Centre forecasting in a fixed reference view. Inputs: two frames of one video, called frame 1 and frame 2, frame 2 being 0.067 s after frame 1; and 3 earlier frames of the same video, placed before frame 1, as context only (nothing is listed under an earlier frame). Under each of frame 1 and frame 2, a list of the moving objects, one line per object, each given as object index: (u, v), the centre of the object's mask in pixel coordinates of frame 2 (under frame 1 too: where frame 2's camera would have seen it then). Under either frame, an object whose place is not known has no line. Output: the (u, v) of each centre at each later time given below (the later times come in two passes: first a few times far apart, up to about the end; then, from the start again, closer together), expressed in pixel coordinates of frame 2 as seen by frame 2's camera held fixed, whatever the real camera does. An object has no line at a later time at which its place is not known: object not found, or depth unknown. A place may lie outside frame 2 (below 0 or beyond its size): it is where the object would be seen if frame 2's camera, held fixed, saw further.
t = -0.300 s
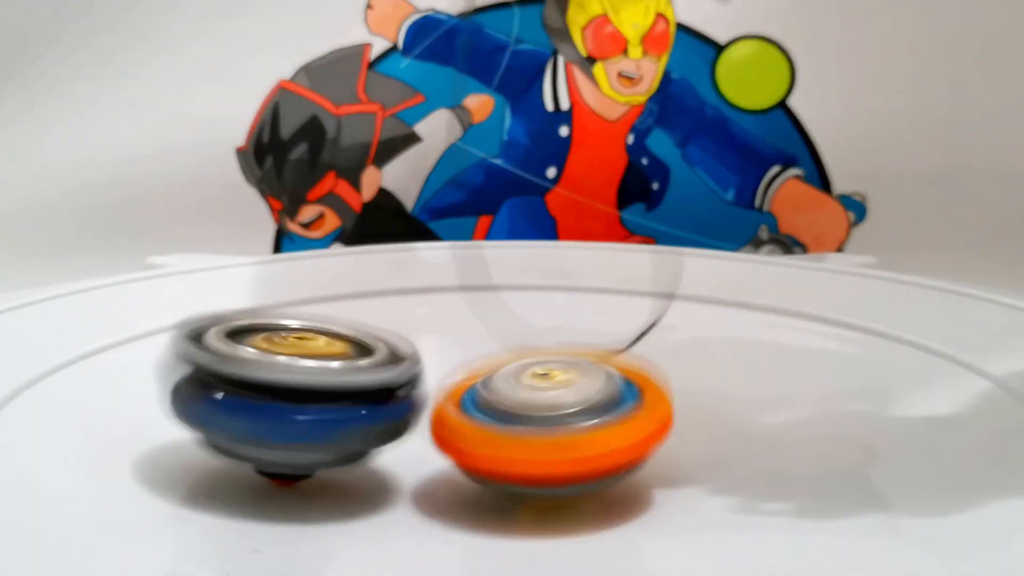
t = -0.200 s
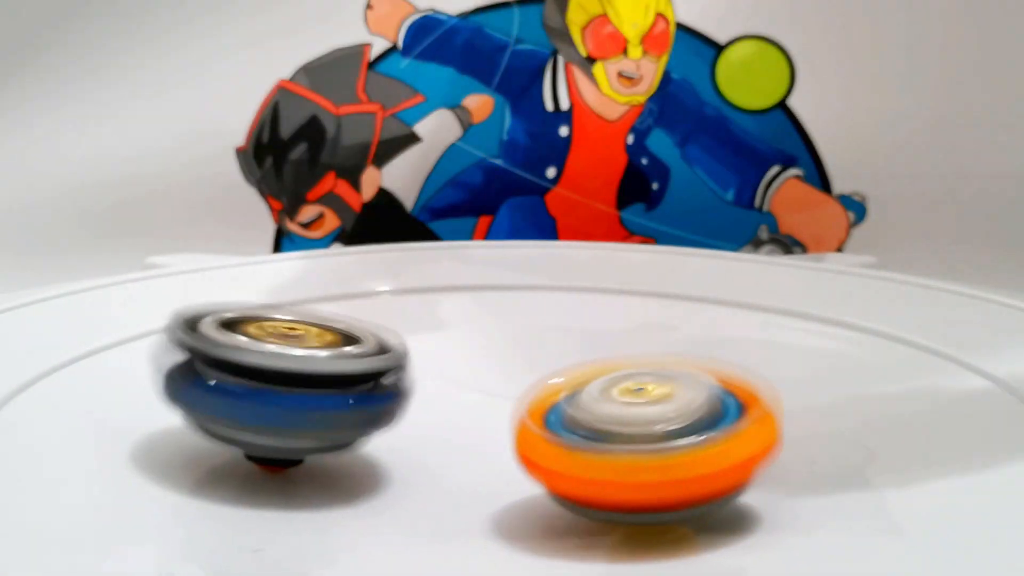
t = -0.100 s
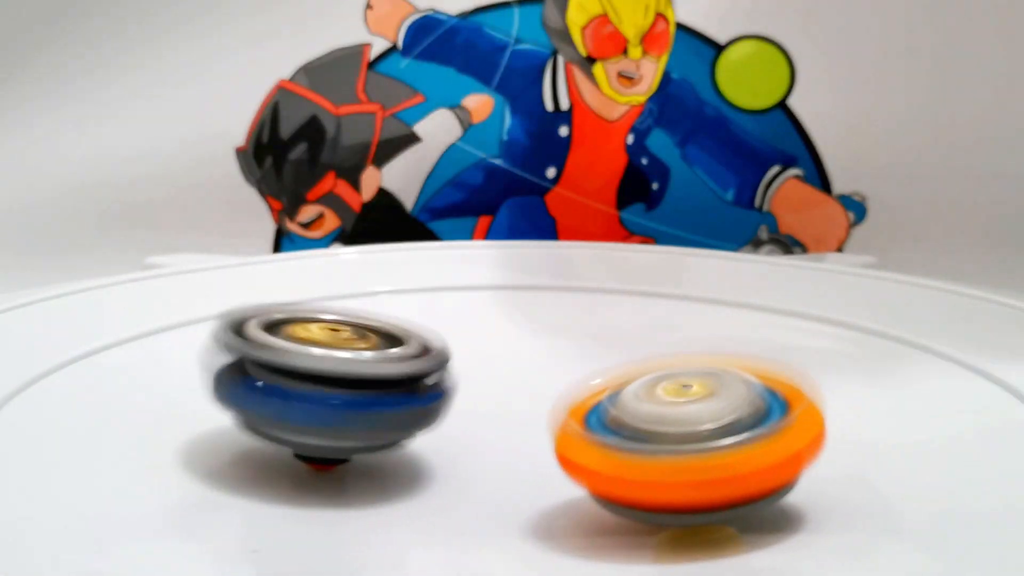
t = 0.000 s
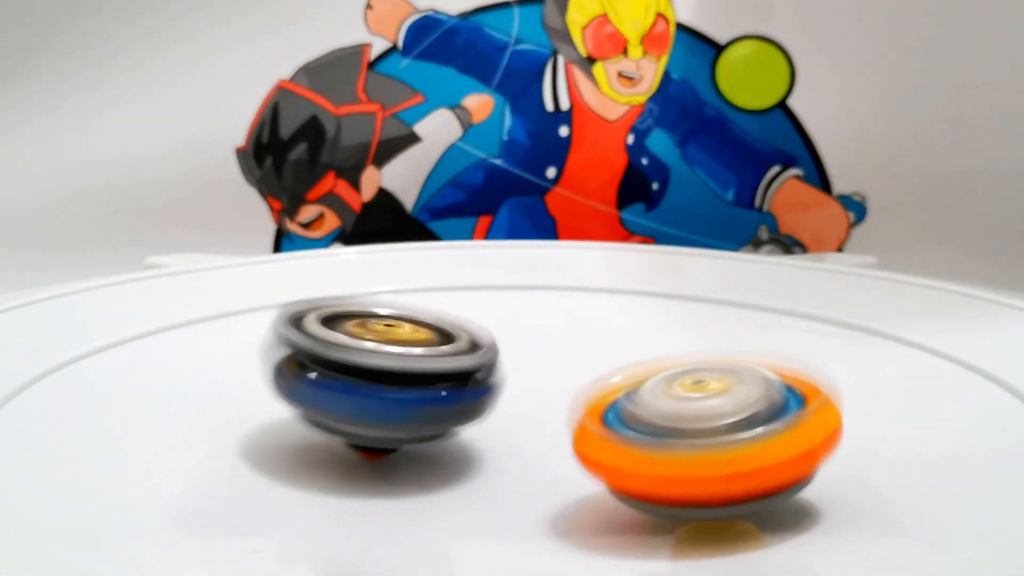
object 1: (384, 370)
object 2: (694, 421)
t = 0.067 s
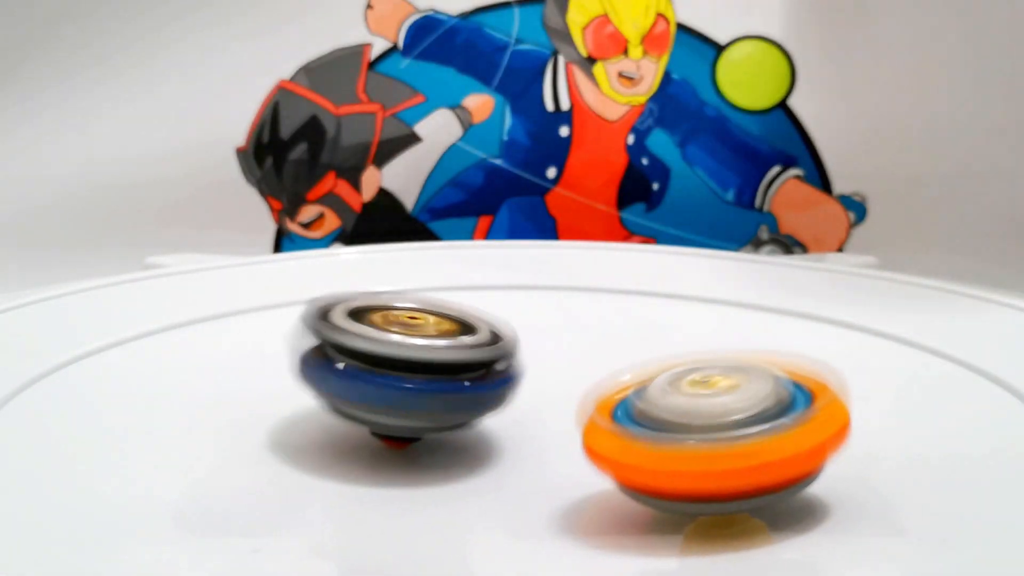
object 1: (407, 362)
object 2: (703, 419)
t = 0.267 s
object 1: (427, 337)
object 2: (691, 414)
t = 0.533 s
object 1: (391, 320)
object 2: (629, 413)
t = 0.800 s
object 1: (426, 349)
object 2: (635, 430)
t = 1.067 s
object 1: (539, 331)
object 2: (640, 434)
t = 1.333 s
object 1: (557, 313)
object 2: (547, 421)
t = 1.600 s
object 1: (523, 317)
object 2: (417, 447)
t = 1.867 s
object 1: (540, 350)
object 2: (398, 456)
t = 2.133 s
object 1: (739, 361)
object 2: (452, 449)
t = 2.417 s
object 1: (654, 328)
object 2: (432, 389)
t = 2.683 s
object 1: (621, 348)
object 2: (94, 368)
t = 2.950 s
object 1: (676, 393)
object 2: (257, 396)
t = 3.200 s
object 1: (784, 368)
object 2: (449, 380)
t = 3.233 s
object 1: (775, 366)
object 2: (453, 378)
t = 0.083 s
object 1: (410, 360)
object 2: (704, 418)
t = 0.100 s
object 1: (413, 358)
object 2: (705, 417)
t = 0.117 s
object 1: (417, 355)
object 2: (707, 416)
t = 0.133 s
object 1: (419, 354)
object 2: (705, 416)
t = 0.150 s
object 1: (420, 351)
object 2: (708, 415)
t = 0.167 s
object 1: (421, 348)
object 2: (707, 415)
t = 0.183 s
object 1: (423, 347)
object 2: (705, 415)
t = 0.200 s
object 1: (425, 345)
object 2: (704, 415)
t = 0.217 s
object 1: (426, 343)
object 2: (701, 415)
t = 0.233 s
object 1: (426, 342)
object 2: (698, 414)
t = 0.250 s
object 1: (425, 339)
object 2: (695, 415)
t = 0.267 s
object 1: (427, 337)
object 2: (691, 414)
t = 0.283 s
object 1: (427, 335)
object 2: (687, 413)
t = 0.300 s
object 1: (426, 334)
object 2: (685, 413)
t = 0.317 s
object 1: (424, 332)
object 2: (682, 412)
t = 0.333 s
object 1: (423, 330)
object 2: (678, 412)
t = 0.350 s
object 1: (423, 329)
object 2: (675, 412)
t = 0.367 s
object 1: (421, 328)
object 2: (672, 412)
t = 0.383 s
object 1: (419, 325)
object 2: (667, 413)
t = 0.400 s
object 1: (416, 323)
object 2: (664, 412)
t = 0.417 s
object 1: (414, 322)
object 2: (661, 412)
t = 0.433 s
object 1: (412, 321)
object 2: (656, 412)
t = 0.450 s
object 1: (409, 320)
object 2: (652, 412)
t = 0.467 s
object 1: (405, 320)
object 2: (648, 412)
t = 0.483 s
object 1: (402, 319)
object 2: (643, 413)
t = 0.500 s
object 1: (399, 319)
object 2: (638, 413)
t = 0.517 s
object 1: (395, 320)
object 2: (634, 413)
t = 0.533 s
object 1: (391, 320)
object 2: (629, 413)
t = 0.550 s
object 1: (389, 321)
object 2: (625, 412)
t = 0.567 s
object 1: (387, 322)
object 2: (620, 412)
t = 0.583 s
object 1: (383, 324)
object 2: (615, 412)
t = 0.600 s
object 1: (382, 326)
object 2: (611, 413)
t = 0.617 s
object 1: (383, 329)
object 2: (607, 413)
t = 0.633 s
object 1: (384, 333)
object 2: (604, 414)
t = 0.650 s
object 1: (386, 336)
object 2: (600, 414)
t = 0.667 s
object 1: (389, 340)
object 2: (597, 415)
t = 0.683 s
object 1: (396, 344)
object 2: (595, 416)
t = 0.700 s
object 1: (401, 348)
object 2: (591, 416)
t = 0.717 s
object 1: (406, 351)
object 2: (589, 418)
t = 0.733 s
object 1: (411, 353)
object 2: (588, 417)
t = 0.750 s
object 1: (414, 352)
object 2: (600, 421)
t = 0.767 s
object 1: (415, 350)
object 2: (613, 424)
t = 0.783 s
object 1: (421, 350)
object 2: (623, 428)
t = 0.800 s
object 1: (426, 349)
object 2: (635, 430)
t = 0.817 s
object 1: (430, 349)
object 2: (641, 431)
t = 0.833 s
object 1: (438, 349)
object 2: (646, 432)
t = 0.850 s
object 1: (445, 349)
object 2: (648, 433)
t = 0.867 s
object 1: (451, 349)
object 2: (650, 434)
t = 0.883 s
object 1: (459, 348)
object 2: (653, 434)
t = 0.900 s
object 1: (474, 347)
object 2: (651, 433)
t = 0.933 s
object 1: (491, 345)
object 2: (653, 435)
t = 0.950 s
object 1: (497, 343)
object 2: (654, 434)
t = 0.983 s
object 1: (511, 341)
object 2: (651, 434)
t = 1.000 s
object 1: (517, 338)
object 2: (647, 434)
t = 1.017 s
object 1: (524, 337)
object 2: (651, 435)
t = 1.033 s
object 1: (528, 334)
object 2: (647, 436)
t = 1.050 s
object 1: (534, 333)
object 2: (643, 435)
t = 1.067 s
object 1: (539, 331)
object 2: (640, 434)
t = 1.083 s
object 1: (542, 330)
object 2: (629, 434)
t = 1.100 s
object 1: (547, 328)
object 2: (622, 433)
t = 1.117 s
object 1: (549, 327)
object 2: (625, 433)
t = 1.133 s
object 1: (551, 325)
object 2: (620, 434)
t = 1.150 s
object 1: (554, 324)
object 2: (616, 431)
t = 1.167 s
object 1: (554, 323)
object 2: (611, 432)
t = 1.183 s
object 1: (556, 321)
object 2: (601, 431)
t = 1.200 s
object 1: (558, 320)
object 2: (601, 429)
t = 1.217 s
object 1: (558, 319)
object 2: (594, 428)
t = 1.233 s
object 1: (560, 318)
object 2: (588, 427)
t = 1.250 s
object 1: (559, 317)
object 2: (578, 425)
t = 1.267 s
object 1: (560, 316)
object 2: (572, 423)
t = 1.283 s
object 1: (561, 315)
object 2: (566, 423)
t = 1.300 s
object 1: (559, 314)
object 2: (559, 422)
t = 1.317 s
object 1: (560, 313)
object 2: (553, 421)
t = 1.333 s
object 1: (557, 313)
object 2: (547, 421)
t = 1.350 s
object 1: (555, 313)
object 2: (543, 422)
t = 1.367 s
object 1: (553, 313)
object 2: (536, 421)
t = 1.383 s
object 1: (548, 312)
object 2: (530, 420)
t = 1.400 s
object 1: (546, 313)
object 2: (525, 420)
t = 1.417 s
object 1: (540, 313)
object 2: (520, 420)
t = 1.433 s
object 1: (537, 313)
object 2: (514, 417)
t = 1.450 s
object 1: (533, 315)
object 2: (510, 416)
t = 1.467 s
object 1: (529, 316)
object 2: (504, 416)
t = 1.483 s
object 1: (524, 317)
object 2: (500, 415)
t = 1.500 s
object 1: (519, 318)
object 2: (495, 414)
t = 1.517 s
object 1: (516, 319)
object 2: (492, 414)
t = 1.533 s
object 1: (514, 320)
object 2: (484, 414)
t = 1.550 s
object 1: (518, 320)
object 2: (471, 427)
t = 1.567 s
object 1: (519, 320)
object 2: (455, 433)
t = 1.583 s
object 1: (522, 319)
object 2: (436, 443)
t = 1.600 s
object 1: (523, 317)
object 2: (417, 447)
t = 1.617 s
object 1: (526, 316)
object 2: (403, 452)
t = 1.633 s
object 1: (525, 314)
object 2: (388, 455)
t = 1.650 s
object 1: (525, 315)
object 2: (378, 458)
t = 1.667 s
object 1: (523, 315)
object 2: (370, 461)
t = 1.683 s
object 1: (522, 317)
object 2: (365, 463)
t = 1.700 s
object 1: (520, 319)
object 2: (366, 463)
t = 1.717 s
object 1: (519, 322)
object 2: (364, 464)
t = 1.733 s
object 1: (517, 324)
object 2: (362, 463)
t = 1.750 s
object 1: (516, 328)
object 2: (364, 463)
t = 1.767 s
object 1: (515, 331)
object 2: (365, 463)
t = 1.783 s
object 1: (516, 335)
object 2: (369, 463)
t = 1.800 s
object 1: (518, 338)
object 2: (374, 462)
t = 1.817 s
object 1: (520, 341)
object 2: (380, 462)
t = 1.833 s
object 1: (526, 344)
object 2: (387, 461)
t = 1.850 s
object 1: (531, 347)
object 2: (389, 460)
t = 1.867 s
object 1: (540, 350)
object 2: (398, 456)
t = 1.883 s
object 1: (549, 353)
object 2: (404, 455)
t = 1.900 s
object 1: (561, 357)
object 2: (405, 454)
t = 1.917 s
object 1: (572, 359)
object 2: (414, 453)
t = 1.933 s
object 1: (585, 363)
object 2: (420, 450)
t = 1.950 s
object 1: (598, 366)
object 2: (421, 448)
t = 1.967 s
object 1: (612, 369)
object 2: (424, 445)
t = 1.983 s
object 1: (627, 371)
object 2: (434, 440)
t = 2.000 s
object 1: (640, 372)
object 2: (438, 438)
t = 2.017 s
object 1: (653, 373)
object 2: (439, 435)
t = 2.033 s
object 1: (665, 373)
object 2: (444, 432)
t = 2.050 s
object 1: (680, 373)
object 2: (448, 430)
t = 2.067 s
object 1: (692, 372)
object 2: (451, 427)
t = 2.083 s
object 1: (705, 370)
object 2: (449, 423)
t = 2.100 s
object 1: (718, 367)
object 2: (450, 456)
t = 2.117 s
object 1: (727, 364)
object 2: (453, 454)
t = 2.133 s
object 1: (739, 361)
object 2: (452, 449)
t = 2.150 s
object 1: (746, 358)
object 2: (451, 446)
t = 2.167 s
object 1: (754, 355)
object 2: (459, 442)
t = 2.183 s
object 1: (759, 351)
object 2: (458, 406)
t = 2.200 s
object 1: (761, 347)
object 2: (462, 405)
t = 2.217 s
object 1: (763, 344)
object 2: (462, 435)
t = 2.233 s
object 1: (762, 341)
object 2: (460, 399)
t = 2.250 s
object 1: (762, 337)
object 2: (460, 398)
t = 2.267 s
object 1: (758, 334)
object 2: (459, 395)
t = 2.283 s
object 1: (750, 332)
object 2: (458, 393)
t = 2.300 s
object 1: (744, 330)
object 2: (456, 392)
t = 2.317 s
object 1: (734, 327)
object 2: (457, 392)
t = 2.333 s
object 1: (724, 326)
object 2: (452, 390)
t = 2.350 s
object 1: (713, 325)
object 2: (450, 390)
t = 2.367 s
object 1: (697, 325)
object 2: (449, 389)
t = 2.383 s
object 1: (684, 326)
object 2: (441, 388)
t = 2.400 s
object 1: (670, 327)
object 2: (437, 388)
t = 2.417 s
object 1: (654, 328)
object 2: (432, 389)
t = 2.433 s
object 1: (639, 330)
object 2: (430, 388)
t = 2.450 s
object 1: (624, 333)
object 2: (421, 388)
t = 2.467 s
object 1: (610, 336)
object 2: (410, 387)
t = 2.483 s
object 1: (596, 338)
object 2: (406, 390)
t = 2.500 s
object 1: (607, 337)
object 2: (361, 389)
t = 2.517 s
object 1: (619, 334)
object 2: (310, 389)
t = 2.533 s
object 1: (627, 332)
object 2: (279, 389)
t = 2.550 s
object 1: (633, 332)
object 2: (240, 386)
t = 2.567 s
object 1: (638, 332)
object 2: (199, 381)
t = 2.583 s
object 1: (639, 332)
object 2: (176, 378)
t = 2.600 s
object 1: (637, 334)
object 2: (150, 375)
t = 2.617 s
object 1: (635, 336)
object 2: (120, 372)
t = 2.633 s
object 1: (632, 338)
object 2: (110, 371)
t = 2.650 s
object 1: (627, 340)
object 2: (102, 369)
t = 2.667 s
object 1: (623, 344)
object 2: (97, 368)
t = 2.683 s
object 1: (621, 348)
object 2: (94, 368)
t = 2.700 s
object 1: (617, 351)
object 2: (93, 369)
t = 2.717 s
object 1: (613, 354)
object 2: (93, 371)
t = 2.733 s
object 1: (612, 358)
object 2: (95, 372)
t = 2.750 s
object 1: (612, 362)
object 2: (98, 373)
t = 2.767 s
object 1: (611, 366)
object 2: (102, 375)
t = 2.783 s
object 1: (612, 369)
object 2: (110, 376)
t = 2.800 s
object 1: (615, 373)
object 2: (123, 377)
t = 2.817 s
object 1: (619, 376)
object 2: (130, 380)
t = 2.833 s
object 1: (622, 380)
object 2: (142, 381)
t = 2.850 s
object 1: (627, 382)
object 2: (160, 384)
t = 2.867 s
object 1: (634, 385)
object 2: (174, 386)
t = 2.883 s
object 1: (641, 387)
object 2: (189, 389)
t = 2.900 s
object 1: (648, 390)
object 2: (206, 391)
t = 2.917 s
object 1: (658, 392)
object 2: (222, 392)
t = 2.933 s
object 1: (667, 392)
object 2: (242, 395)
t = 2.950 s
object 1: (676, 393)
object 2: (257, 396)
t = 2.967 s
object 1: (686, 395)
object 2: (275, 397)
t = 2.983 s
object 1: (697, 395)
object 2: (290, 398)
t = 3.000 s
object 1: (708, 395)
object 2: (307, 398)
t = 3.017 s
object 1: (719, 395)
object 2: (323, 398)
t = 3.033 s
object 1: (730, 395)
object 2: (338, 397)
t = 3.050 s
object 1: (742, 394)
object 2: (352, 396)
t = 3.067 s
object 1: (754, 392)
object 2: (366, 396)
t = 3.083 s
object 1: (763, 390)
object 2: (380, 396)
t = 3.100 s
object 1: (772, 389)
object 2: (390, 392)
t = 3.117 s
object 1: (780, 386)
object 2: (402, 391)
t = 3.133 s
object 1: (787, 383)
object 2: (412, 390)
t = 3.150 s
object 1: (791, 380)
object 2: (422, 389)
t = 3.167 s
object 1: (792, 377)
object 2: (431, 388)
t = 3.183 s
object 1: (791, 374)
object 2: (439, 386)
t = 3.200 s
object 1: (784, 368)
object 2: (449, 380)
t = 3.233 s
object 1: (775, 366)
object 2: (453, 378)
